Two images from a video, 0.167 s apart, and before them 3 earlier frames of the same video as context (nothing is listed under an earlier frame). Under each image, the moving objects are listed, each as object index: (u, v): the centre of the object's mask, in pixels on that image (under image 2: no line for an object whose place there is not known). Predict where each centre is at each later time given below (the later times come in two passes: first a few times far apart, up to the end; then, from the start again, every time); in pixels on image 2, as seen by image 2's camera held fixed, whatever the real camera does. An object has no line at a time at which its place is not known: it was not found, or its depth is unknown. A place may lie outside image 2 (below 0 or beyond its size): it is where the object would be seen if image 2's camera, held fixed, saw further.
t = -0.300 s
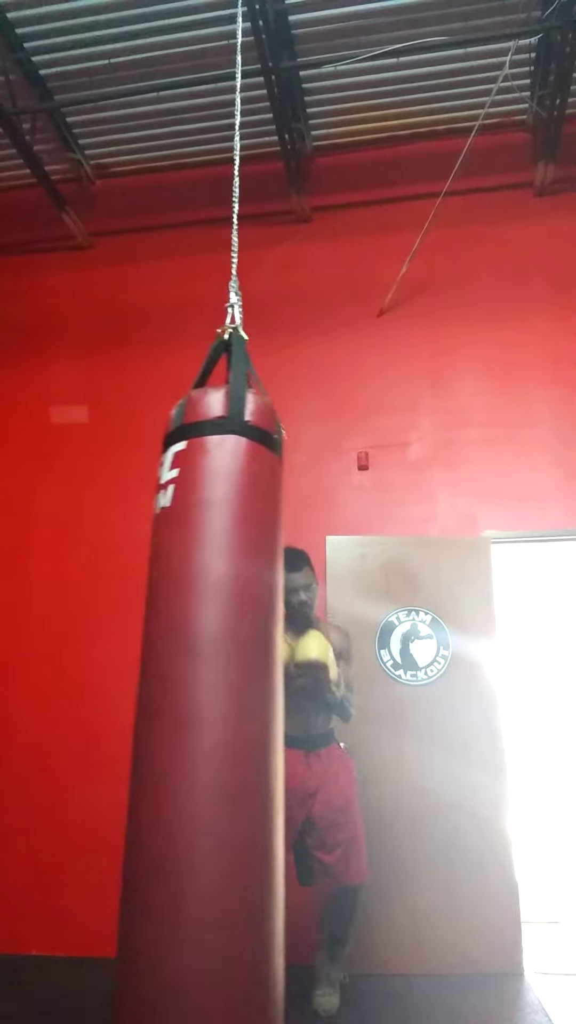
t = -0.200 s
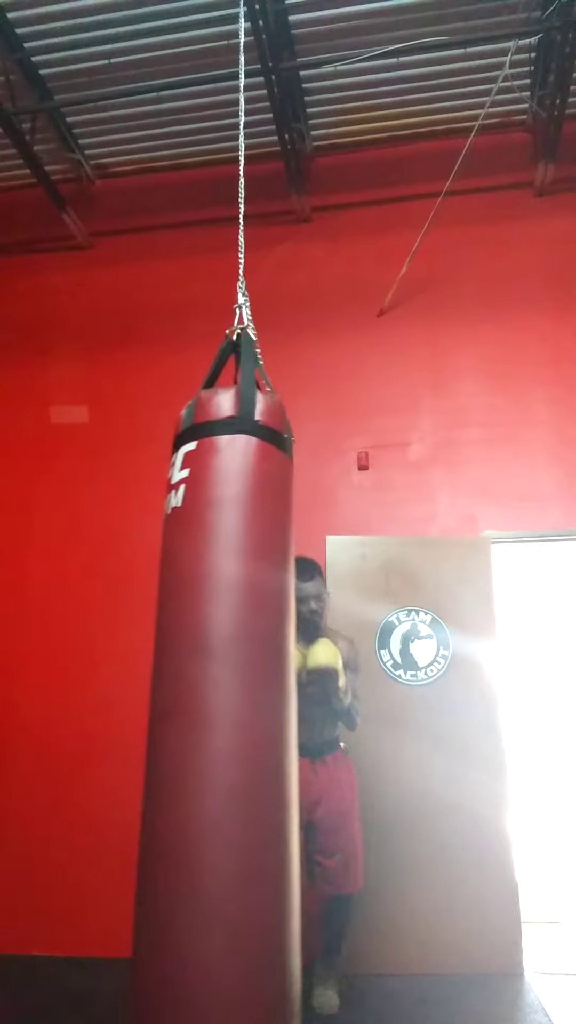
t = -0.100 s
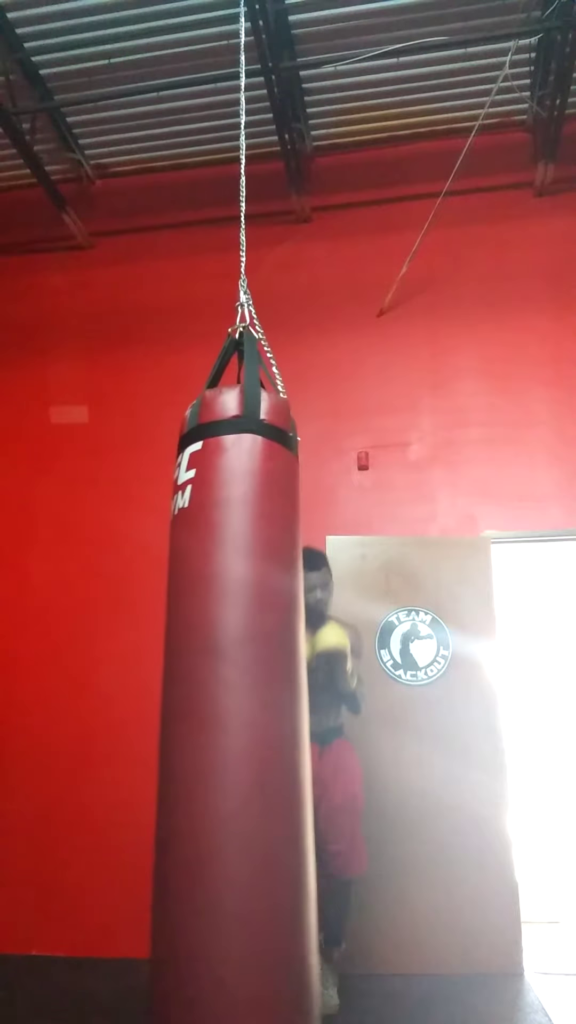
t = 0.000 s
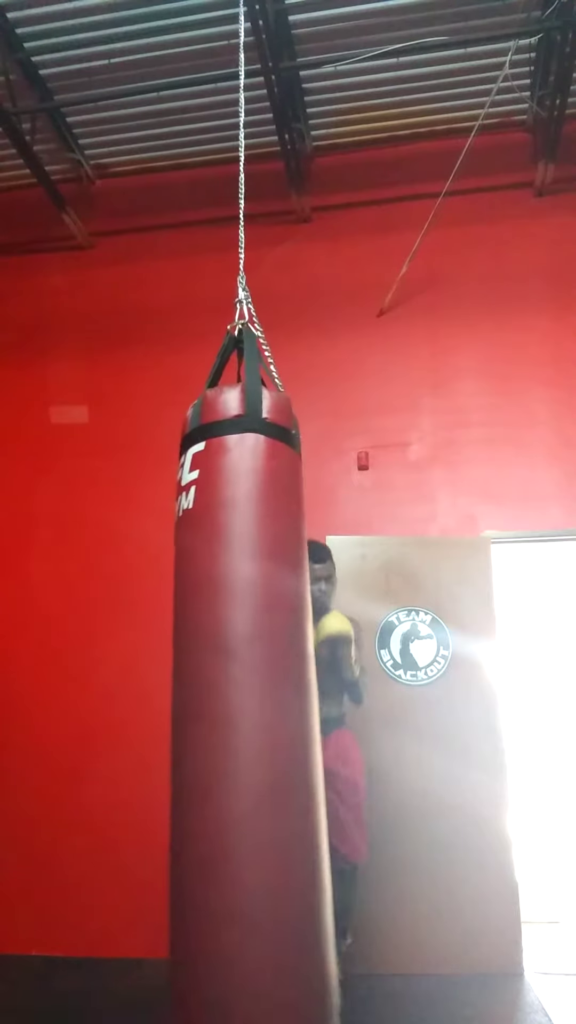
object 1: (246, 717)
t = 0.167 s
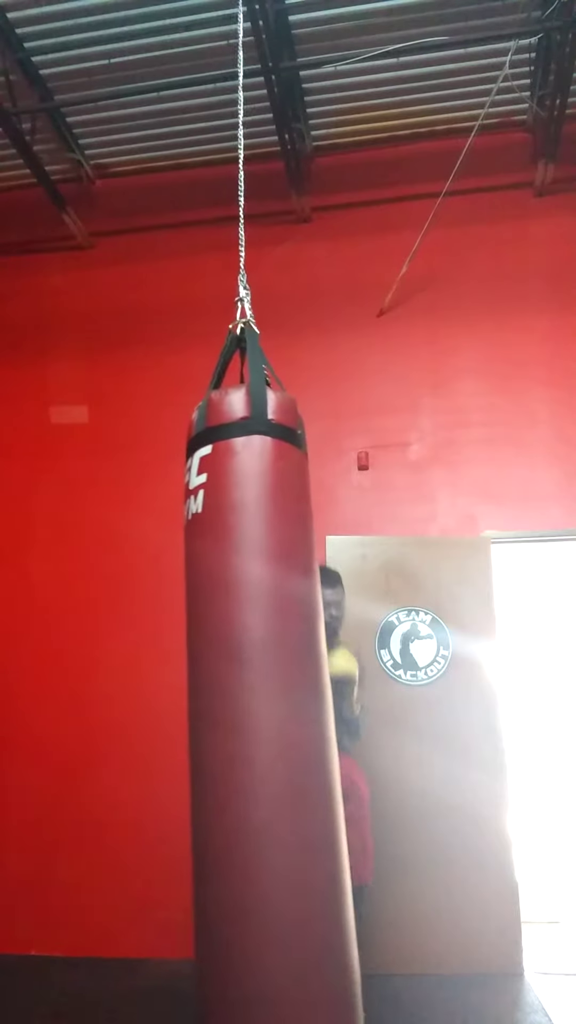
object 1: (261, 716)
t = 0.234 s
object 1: (267, 717)
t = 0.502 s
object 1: (282, 724)
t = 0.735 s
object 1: (280, 726)
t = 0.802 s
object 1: (277, 726)
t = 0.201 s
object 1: (265, 718)
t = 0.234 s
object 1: (267, 717)
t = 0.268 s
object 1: (269, 717)
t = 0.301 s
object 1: (272, 718)
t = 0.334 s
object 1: (274, 718)
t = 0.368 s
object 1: (276, 720)
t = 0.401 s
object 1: (278, 721)
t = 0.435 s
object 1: (280, 722)
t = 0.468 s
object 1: (281, 723)
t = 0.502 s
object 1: (282, 724)
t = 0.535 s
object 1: (283, 725)
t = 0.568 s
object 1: (283, 725)
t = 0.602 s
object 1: (283, 727)
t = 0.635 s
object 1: (283, 727)
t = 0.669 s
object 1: (282, 727)
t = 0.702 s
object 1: (281, 726)
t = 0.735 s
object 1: (280, 726)
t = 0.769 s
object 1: (279, 726)
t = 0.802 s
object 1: (277, 726)
